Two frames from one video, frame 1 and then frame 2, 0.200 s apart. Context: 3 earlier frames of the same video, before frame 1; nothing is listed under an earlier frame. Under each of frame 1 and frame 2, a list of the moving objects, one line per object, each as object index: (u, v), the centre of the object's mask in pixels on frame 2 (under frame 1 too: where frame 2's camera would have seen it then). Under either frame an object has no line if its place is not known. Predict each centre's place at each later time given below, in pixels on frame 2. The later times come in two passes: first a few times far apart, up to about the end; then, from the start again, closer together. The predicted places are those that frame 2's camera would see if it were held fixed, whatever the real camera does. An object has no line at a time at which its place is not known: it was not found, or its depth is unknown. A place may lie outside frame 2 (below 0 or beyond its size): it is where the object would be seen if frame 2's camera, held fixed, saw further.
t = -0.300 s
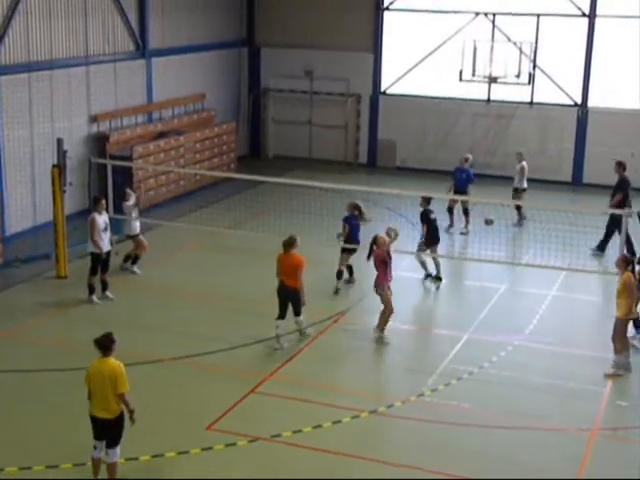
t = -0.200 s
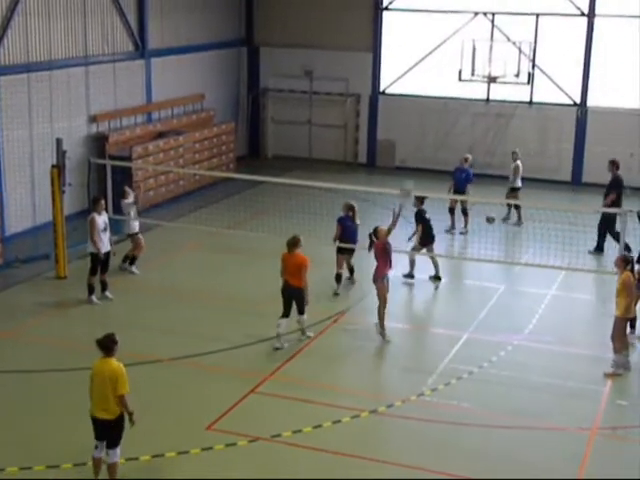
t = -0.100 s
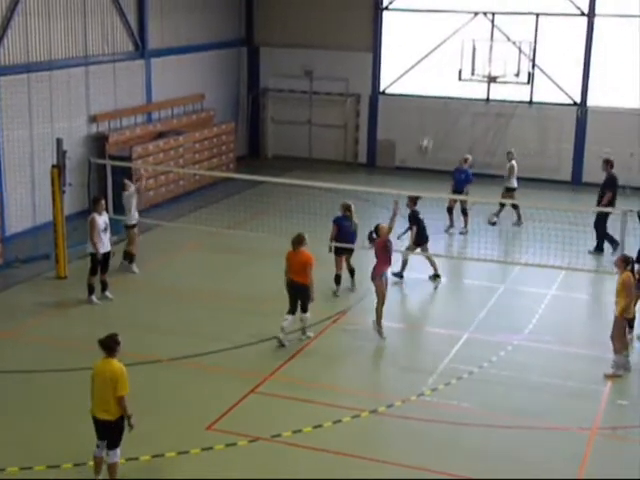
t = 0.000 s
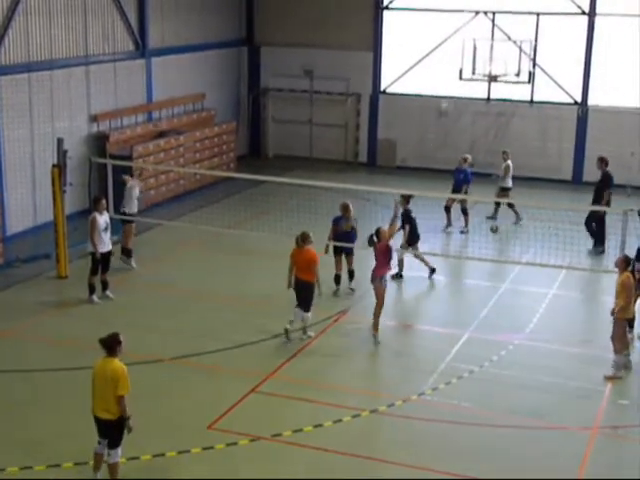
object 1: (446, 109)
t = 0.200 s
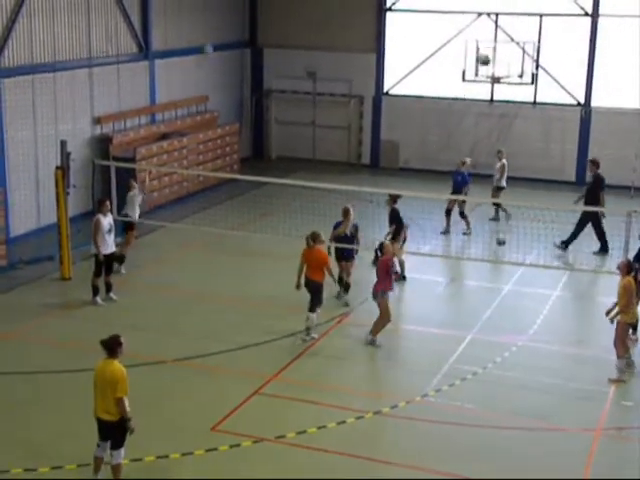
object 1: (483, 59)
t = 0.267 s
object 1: (495, 49)
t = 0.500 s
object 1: (536, 36)
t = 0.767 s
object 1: (579, 67)
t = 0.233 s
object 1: (489, 54)
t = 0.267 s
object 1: (495, 49)
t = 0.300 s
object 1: (501, 45)
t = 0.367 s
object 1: (514, 38)
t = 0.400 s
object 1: (519, 36)
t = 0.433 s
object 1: (525, 35)
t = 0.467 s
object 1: (531, 35)
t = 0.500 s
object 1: (536, 36)
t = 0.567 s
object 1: (548, 39)
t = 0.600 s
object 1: (553, 41)
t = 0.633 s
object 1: (558, 45)
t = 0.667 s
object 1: (564, 49)
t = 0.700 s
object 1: (569, 54)
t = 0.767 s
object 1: (579, 67)
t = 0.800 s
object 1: (585, 74)
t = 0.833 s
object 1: (589, 83)
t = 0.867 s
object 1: (593, 91)
